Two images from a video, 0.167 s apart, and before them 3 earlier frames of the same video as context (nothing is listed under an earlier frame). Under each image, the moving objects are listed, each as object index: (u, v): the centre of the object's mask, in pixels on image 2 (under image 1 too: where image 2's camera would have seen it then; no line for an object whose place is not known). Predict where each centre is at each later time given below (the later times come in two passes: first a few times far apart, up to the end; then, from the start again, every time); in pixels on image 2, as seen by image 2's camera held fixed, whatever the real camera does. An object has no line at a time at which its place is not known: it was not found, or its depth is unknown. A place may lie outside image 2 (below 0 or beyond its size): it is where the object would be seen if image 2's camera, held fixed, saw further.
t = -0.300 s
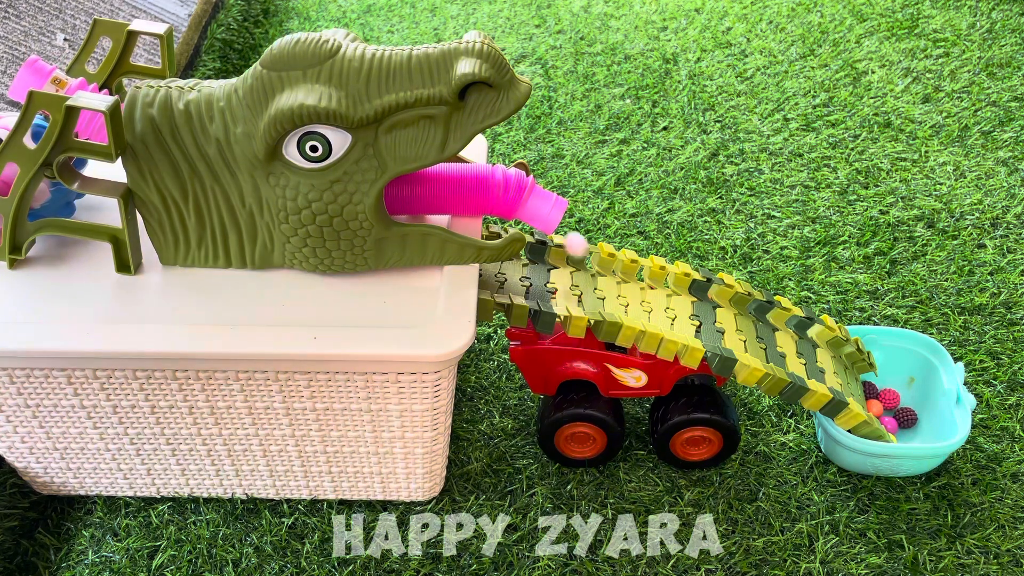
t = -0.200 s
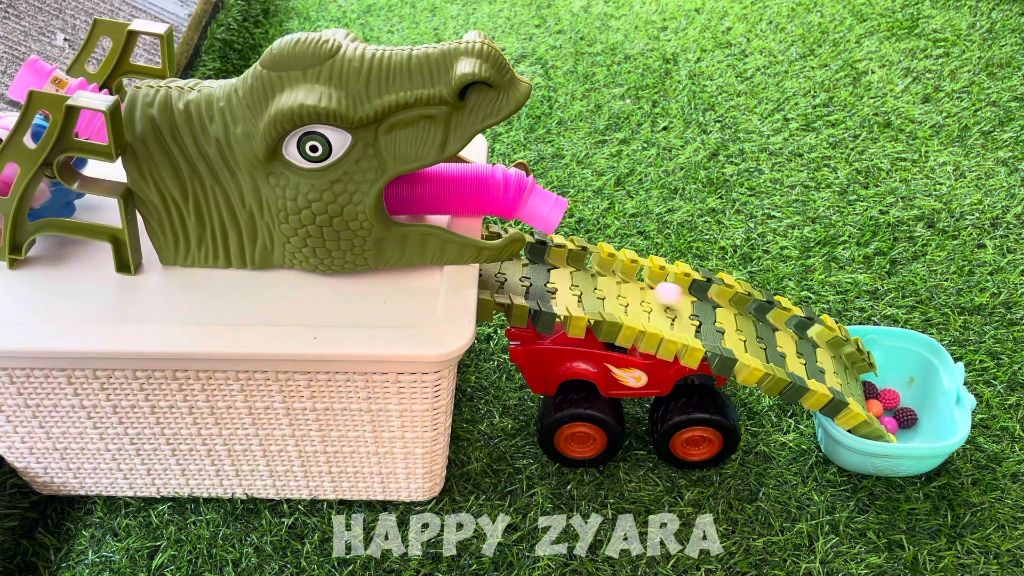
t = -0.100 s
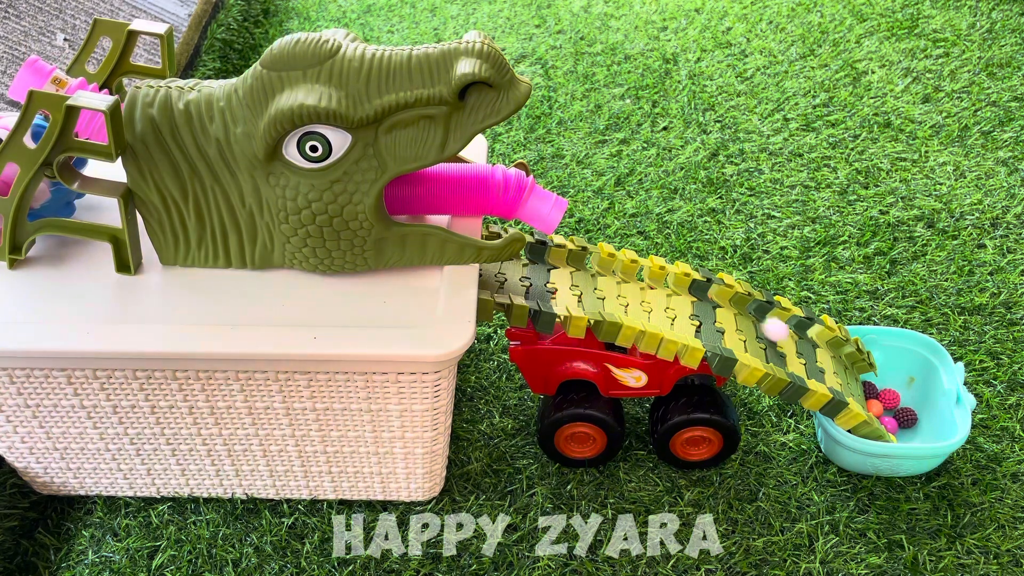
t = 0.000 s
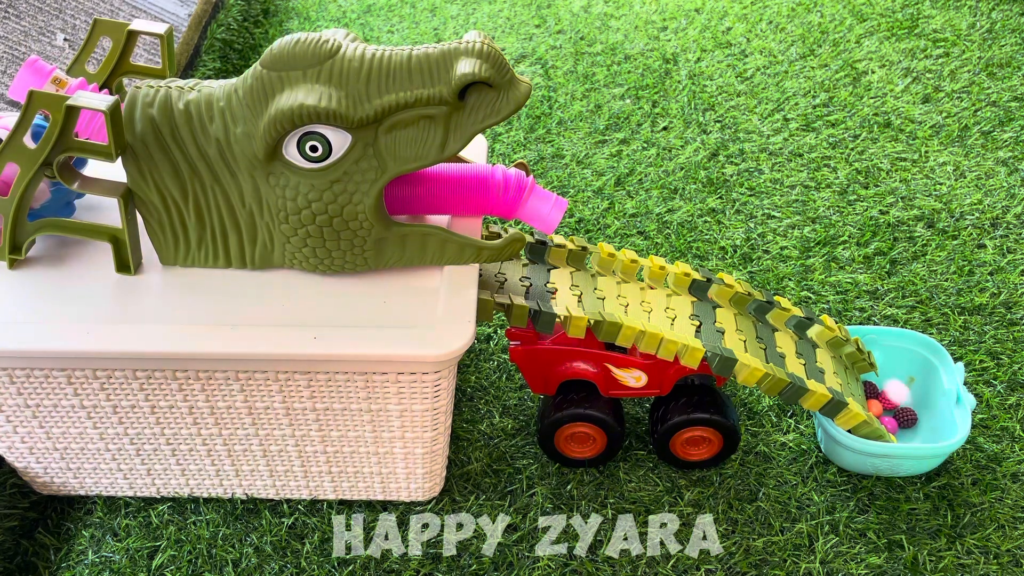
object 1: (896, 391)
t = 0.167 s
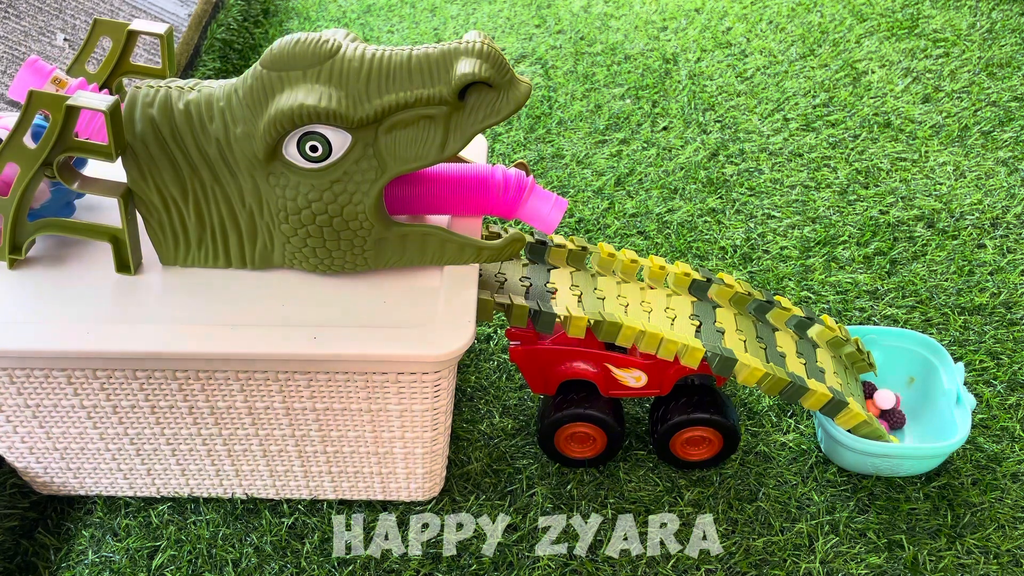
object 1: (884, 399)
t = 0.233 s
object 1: (889, 403)
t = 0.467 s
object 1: (897, 421)
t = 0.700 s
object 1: (893, 417)
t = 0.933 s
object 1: (893, 417)
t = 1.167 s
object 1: (893, 417)
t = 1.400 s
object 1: (892, 417)
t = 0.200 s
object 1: (887, 400)
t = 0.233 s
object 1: (889, 403)
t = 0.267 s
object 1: (890, 407)
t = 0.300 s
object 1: (892, 414)
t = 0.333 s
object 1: (896, 417)
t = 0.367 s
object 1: (897, 420)
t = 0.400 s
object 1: (897, 421)
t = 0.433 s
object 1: (897, 421)
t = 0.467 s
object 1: (897, 421)
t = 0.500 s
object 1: (896, 420)
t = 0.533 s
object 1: (895, 419)
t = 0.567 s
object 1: (894, 418)
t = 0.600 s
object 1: (893, 417)
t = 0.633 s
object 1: (893, 417)
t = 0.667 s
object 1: (893, 417)
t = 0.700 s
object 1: (893, 417)
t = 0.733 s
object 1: (893, 417)
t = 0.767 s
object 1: (893, 417)
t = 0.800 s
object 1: (893, 417)
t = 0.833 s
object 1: (893, 417)
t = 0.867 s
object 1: (892, 417)
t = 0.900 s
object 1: (893, 417)
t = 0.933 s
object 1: (893, 417)
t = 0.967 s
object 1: (893, 417)
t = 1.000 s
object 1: (893, 417)
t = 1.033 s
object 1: (893, 417)
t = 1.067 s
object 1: (893, 417)
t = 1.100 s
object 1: (893, 417)
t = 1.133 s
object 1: (892, 417)
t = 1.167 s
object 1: (893, 417)
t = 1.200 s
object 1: (892, 417)
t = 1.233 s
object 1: (893, 417)
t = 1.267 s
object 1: (893, 417)
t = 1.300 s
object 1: (893, 417)
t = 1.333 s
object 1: (893, 417)
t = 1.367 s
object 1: (893, 417)
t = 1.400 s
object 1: (892, 417)
